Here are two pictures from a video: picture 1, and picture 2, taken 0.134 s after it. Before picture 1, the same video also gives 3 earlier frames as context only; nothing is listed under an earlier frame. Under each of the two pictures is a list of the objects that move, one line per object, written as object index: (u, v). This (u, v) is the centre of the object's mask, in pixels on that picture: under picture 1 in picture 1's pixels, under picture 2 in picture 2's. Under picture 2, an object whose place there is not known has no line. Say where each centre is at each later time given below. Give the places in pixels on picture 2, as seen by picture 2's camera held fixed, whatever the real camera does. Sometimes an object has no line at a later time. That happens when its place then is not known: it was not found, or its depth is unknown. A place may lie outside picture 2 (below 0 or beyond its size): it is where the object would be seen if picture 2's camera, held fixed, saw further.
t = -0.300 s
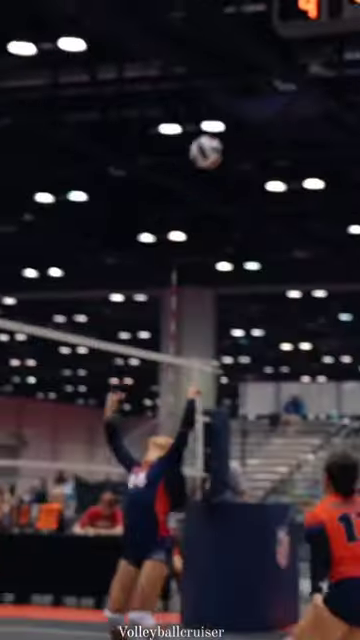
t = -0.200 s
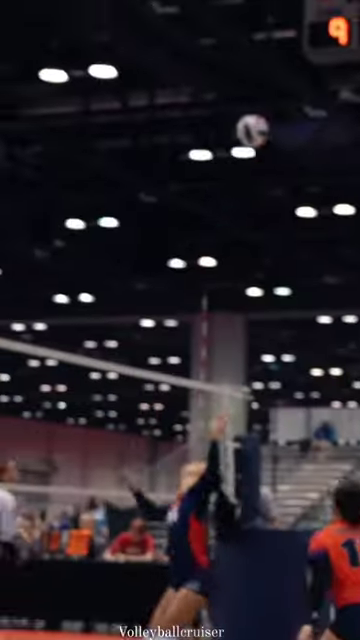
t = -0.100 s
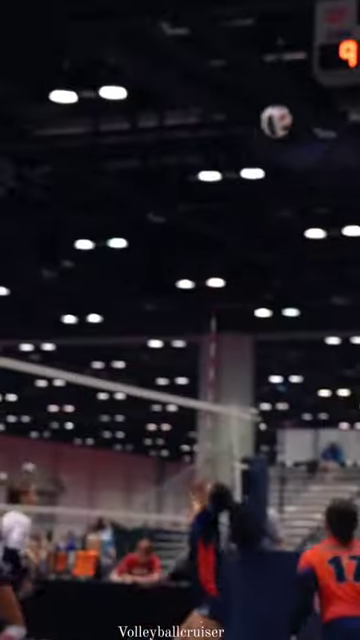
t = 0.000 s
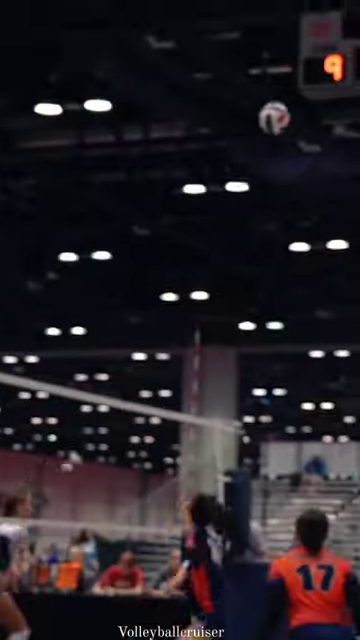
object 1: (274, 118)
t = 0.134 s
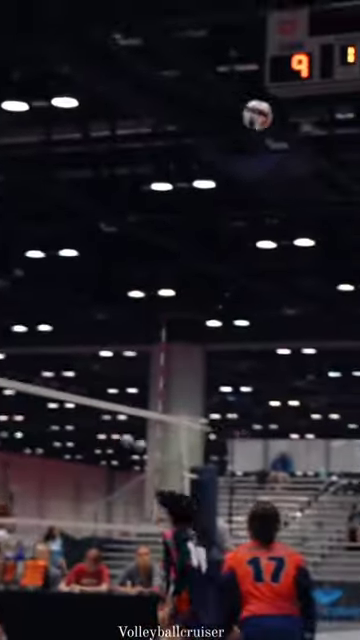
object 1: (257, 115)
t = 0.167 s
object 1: (262, 118)
